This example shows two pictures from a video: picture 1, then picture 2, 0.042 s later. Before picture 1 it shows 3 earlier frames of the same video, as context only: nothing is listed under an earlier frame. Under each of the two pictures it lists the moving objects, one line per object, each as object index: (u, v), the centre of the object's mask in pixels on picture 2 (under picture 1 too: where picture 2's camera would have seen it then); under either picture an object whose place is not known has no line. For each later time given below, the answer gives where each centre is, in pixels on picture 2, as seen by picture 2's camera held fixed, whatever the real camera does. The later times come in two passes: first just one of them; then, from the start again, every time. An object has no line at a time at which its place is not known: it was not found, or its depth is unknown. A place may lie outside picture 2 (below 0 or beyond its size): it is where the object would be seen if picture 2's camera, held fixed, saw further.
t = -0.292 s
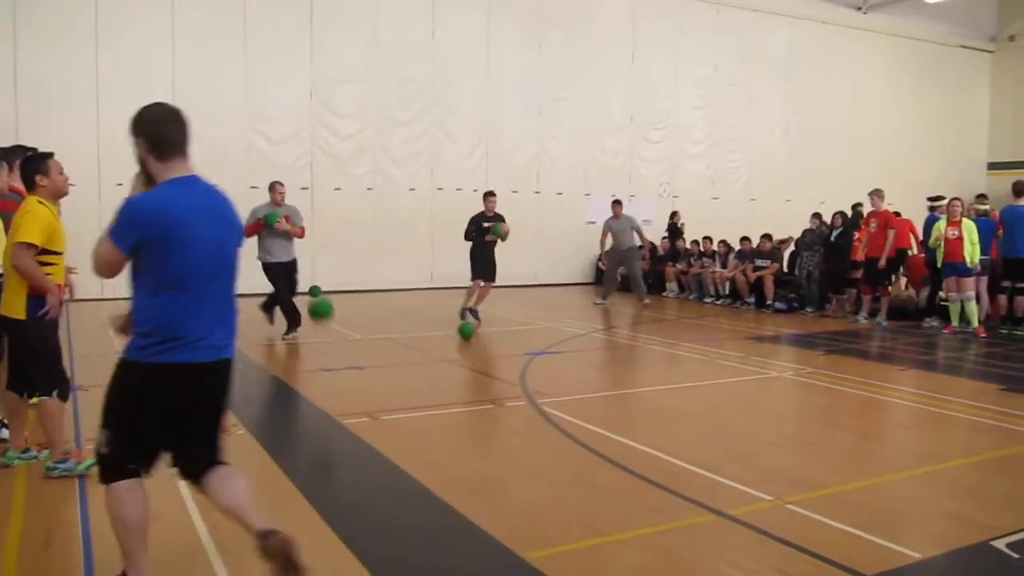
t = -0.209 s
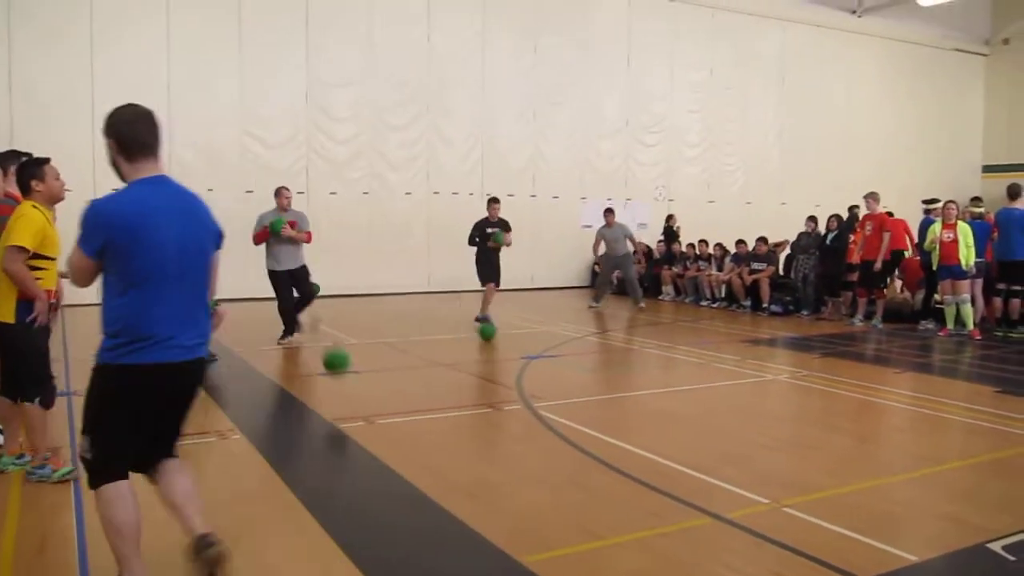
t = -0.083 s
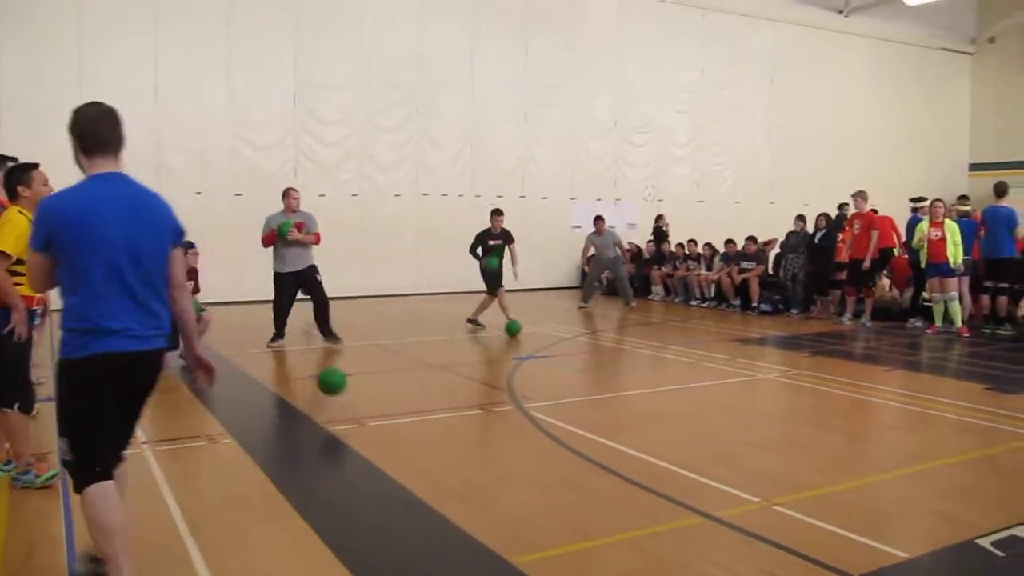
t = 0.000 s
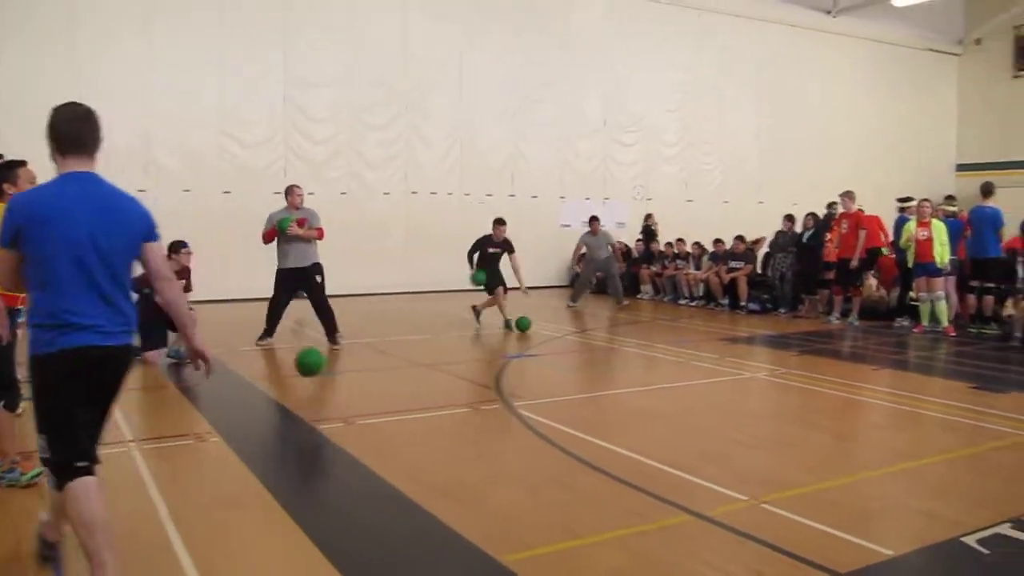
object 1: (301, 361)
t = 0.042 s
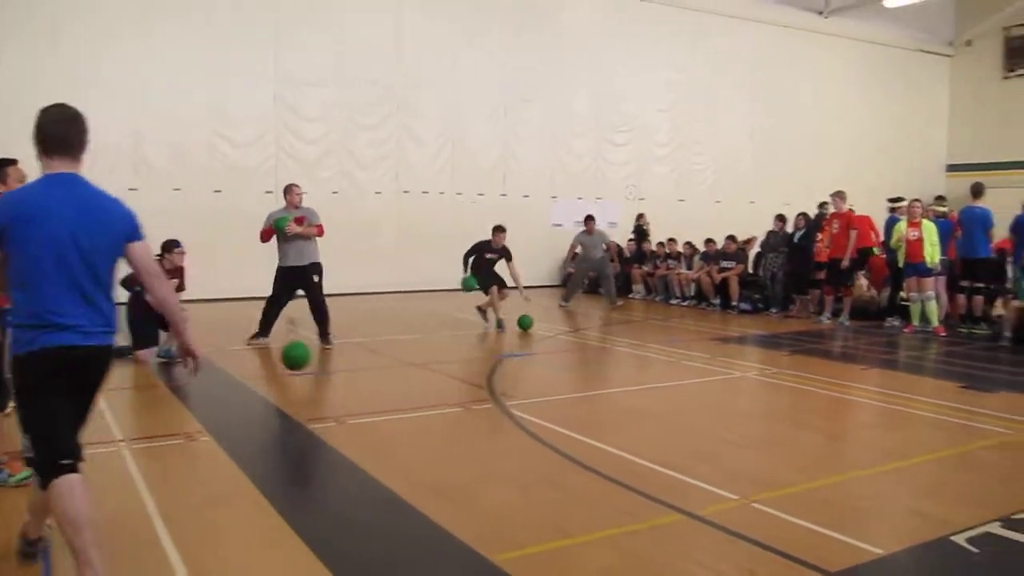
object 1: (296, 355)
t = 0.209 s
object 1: (273, 358)
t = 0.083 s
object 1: (290, 352)
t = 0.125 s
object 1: (284, 351)
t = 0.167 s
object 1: (279, 354)
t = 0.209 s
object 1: (273, 358)
